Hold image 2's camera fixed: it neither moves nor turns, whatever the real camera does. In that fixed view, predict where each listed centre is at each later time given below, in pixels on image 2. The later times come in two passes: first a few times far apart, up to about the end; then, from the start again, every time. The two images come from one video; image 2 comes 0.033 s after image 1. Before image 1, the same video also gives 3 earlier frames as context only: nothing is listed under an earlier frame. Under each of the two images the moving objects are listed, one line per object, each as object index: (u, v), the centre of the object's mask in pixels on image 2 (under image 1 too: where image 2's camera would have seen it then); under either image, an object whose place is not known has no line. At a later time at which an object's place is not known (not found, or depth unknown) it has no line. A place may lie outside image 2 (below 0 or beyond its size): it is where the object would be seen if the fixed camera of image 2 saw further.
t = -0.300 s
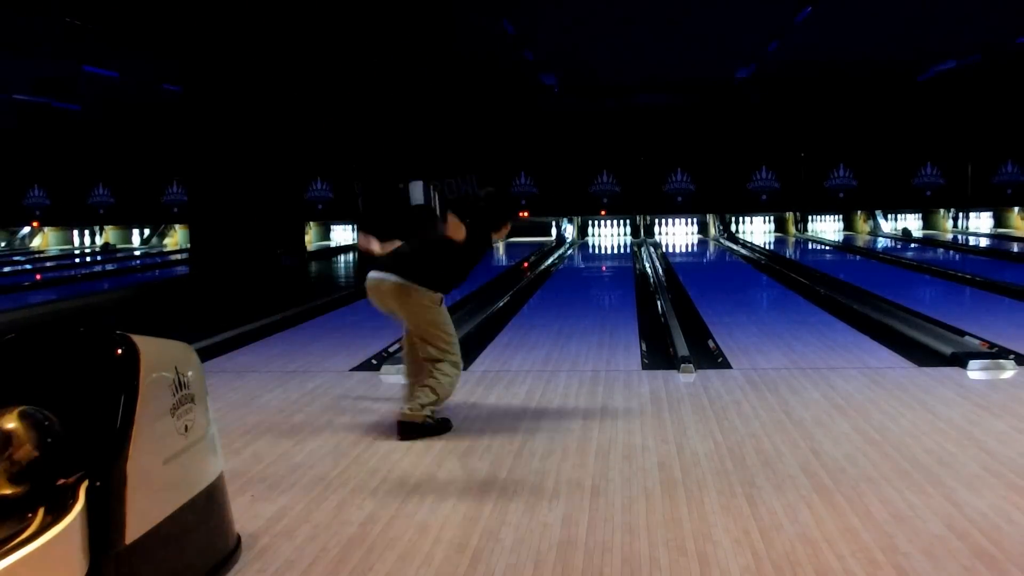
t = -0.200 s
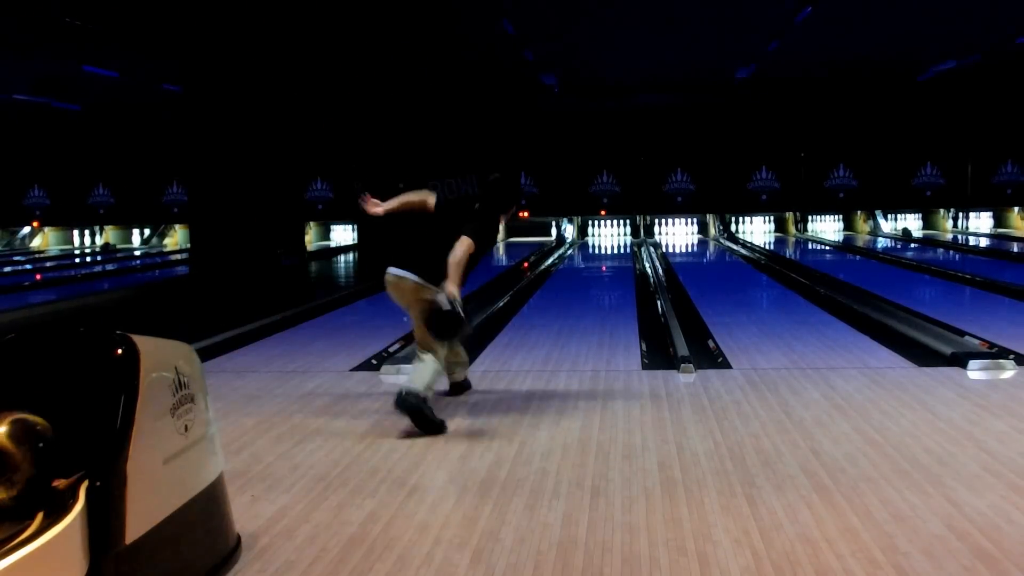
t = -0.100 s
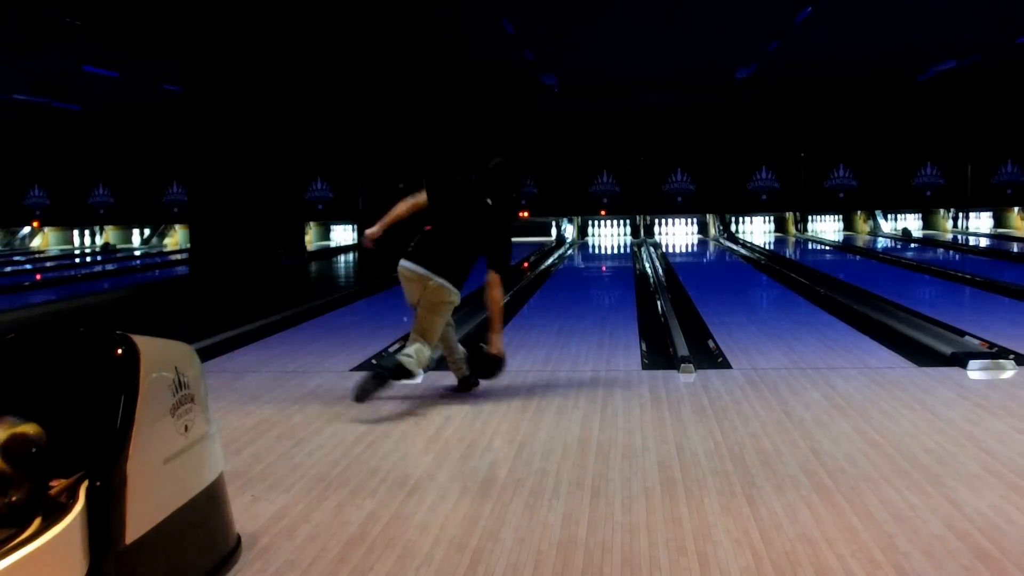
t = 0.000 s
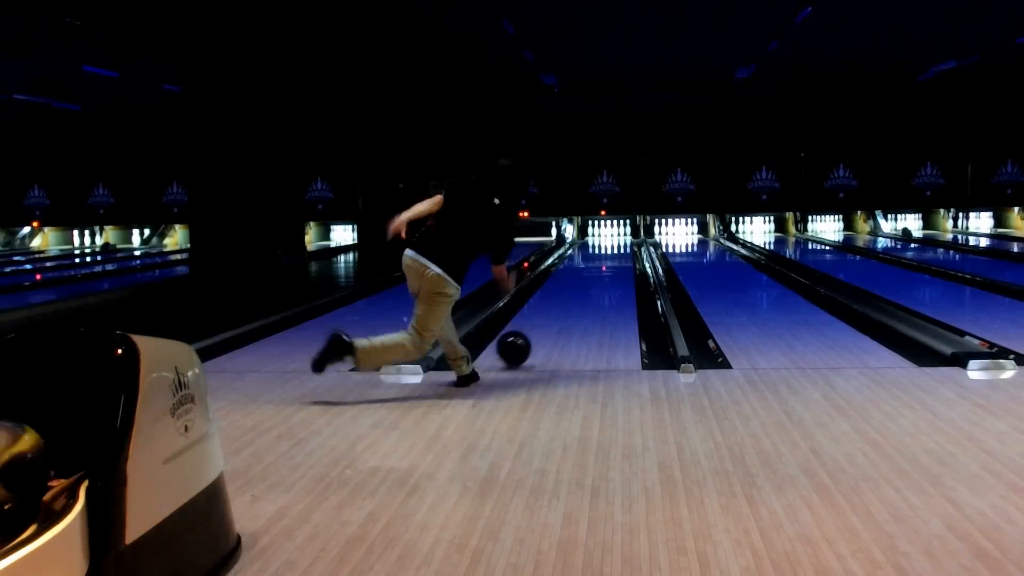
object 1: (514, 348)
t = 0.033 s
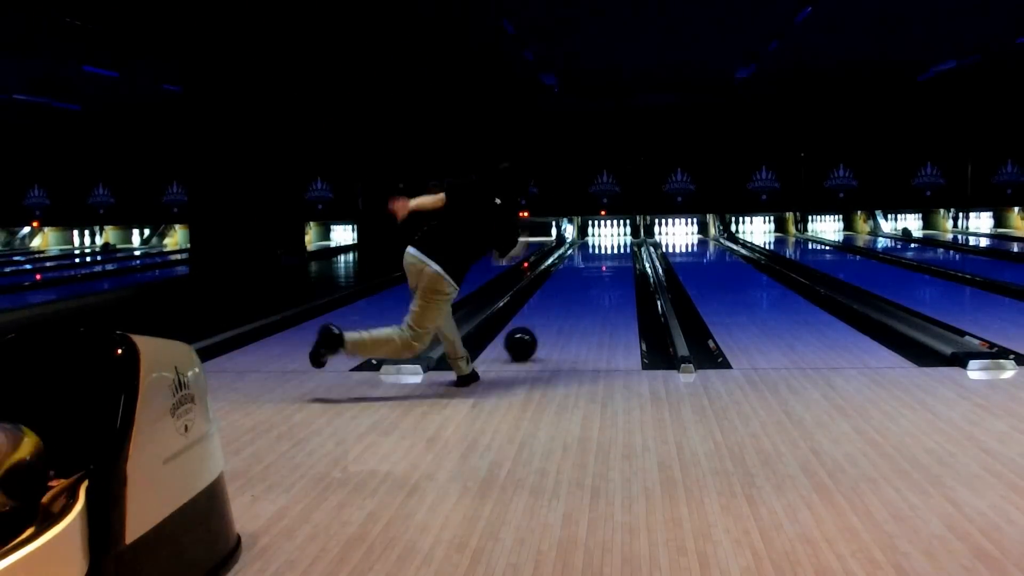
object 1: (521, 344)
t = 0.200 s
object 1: (548, 318)
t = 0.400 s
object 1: (569, 295)
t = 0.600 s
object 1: (584, 279)
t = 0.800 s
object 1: (595, 269)
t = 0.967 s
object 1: (602, 262)
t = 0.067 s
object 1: (527, 338)
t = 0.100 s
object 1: (533, 333)
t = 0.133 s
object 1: (538, 328)
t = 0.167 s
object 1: (543, 323)
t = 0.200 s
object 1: (548, 318)
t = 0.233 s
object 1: (552, 314)
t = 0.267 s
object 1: (556, 310)
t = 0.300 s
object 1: (560, 306)
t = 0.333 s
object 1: (563, 303)
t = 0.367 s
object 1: (566, 298)
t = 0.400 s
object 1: (569, 295)
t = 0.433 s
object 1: (572, 293)
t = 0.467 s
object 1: (575, 290)
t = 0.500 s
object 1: (578, 287)
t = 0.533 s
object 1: (580, 285)
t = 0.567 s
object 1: (582, 282)
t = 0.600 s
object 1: (584, 279)
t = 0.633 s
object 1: (586, 278)
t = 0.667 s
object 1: (589, 276)
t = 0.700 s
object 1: (590, 274)
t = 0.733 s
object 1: (592, 272)
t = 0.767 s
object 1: (593, 270)
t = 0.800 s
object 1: (595, 269)
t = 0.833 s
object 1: (597, 266)
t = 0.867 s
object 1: (598, 265)
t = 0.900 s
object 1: (599, 264)
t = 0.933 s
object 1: (600, 262)
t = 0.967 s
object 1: (602, 262)
